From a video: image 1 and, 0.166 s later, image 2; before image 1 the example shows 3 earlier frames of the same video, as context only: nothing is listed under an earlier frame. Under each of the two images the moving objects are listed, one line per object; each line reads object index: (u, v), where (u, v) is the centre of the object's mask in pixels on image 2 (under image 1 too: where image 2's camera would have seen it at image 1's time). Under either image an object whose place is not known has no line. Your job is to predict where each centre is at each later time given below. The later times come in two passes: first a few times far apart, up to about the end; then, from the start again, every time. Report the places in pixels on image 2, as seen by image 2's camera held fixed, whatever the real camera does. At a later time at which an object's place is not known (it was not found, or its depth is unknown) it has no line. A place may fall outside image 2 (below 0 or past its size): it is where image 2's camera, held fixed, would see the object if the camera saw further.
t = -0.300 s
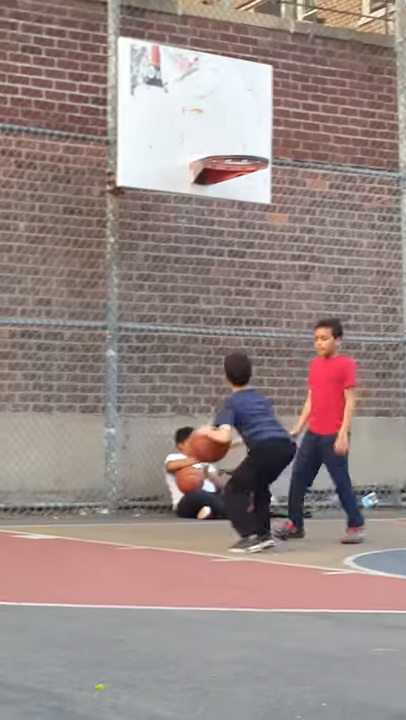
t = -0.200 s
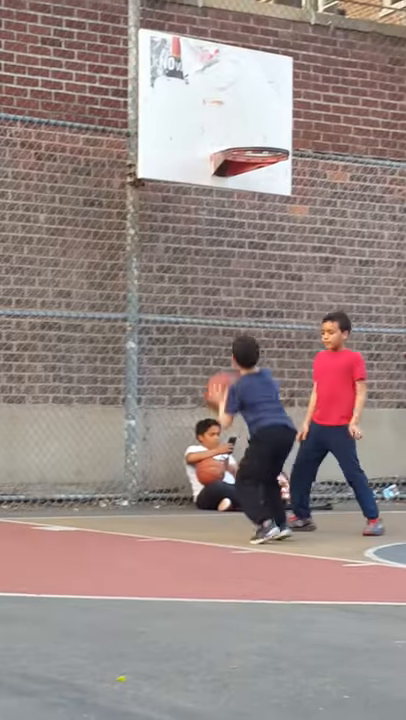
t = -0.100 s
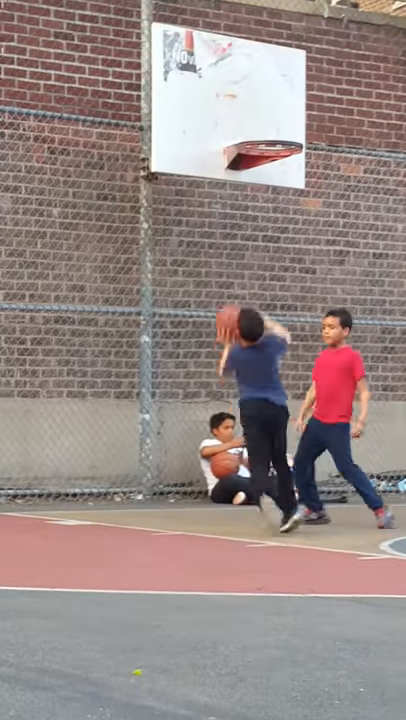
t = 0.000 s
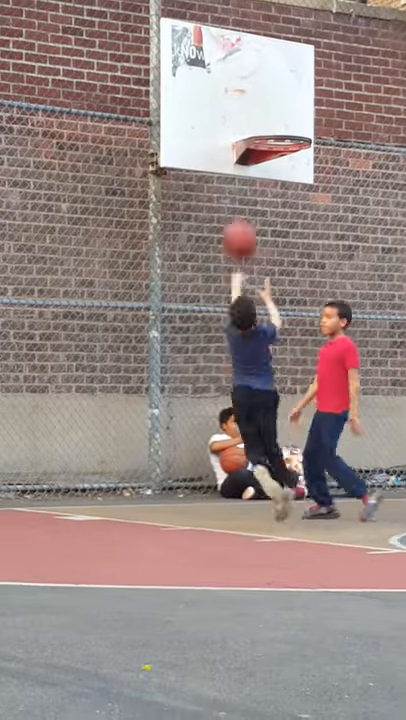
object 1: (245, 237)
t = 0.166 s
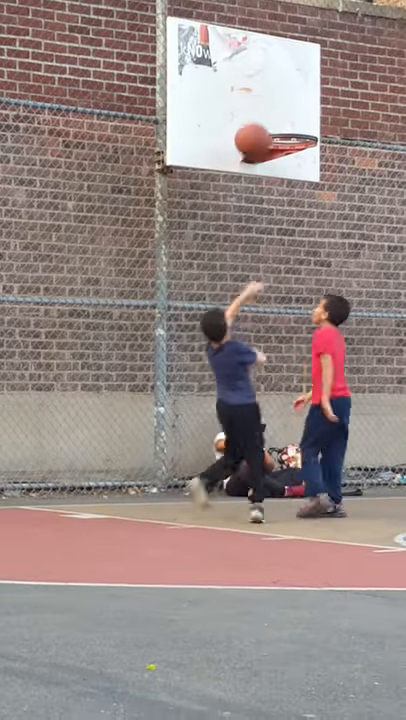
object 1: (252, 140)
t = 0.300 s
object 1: (257, 96)
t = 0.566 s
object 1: (267, 87)
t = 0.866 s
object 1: (291, 113)
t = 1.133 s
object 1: (332, 152)
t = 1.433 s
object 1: (378, 302)
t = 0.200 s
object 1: (253, 126)
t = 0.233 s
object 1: (255, 114)
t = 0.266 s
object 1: (256, 104)
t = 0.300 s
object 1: (257, 96)
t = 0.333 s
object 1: (259, 89)
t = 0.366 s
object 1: (260, 84)
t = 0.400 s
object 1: (261, 81)
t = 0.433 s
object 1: (262, 79)
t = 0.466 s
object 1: (263, 79)
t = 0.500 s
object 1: (265, 80)
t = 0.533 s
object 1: (266, 83)
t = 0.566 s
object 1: (267, 87)
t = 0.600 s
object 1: (268, 92)
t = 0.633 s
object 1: (269, 99)
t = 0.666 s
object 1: (270, 107)
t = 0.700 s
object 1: (271, 117)
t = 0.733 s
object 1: (272, 123)
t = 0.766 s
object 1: (276, 121)
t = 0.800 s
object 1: (281, 118)
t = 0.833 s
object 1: (286, 115)
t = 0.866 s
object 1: (291, 113)
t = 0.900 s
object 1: (297, 113)
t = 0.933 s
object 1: (302, 115)
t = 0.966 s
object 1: (307, 117)
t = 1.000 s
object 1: (312, 121)
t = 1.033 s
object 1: (318, 125)
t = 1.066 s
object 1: (324, 133)
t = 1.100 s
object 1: (329, 142)
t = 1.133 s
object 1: (332, 152)
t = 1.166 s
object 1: (337, 163)
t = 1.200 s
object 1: (342, 175)
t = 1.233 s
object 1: (347, 189)
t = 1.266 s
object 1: (352, 204)
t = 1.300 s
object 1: (356, 222)
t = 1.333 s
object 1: (362, 240)
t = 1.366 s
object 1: (367, 260)
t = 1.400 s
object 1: (372, 280)
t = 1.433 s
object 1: (378, 302)
